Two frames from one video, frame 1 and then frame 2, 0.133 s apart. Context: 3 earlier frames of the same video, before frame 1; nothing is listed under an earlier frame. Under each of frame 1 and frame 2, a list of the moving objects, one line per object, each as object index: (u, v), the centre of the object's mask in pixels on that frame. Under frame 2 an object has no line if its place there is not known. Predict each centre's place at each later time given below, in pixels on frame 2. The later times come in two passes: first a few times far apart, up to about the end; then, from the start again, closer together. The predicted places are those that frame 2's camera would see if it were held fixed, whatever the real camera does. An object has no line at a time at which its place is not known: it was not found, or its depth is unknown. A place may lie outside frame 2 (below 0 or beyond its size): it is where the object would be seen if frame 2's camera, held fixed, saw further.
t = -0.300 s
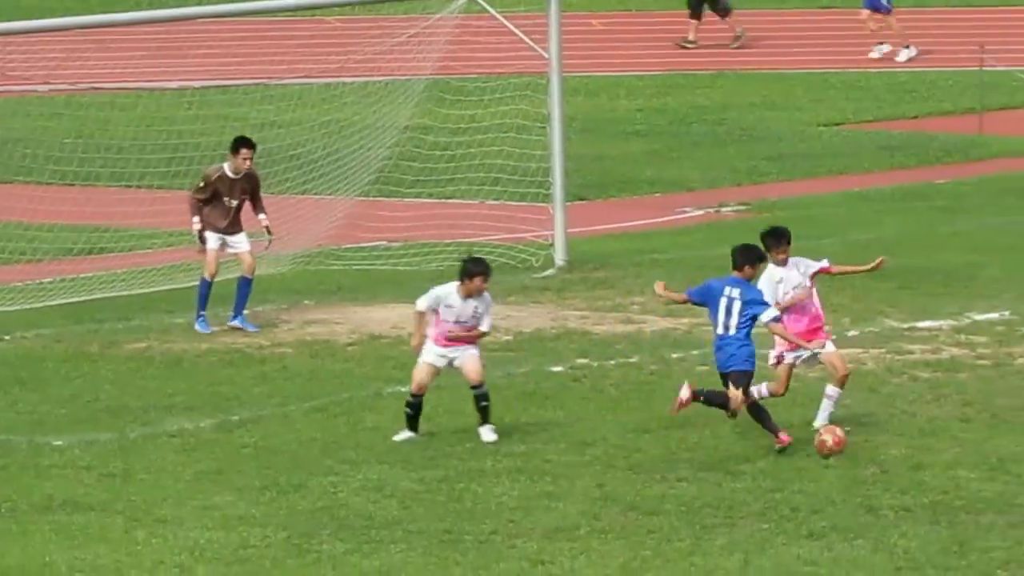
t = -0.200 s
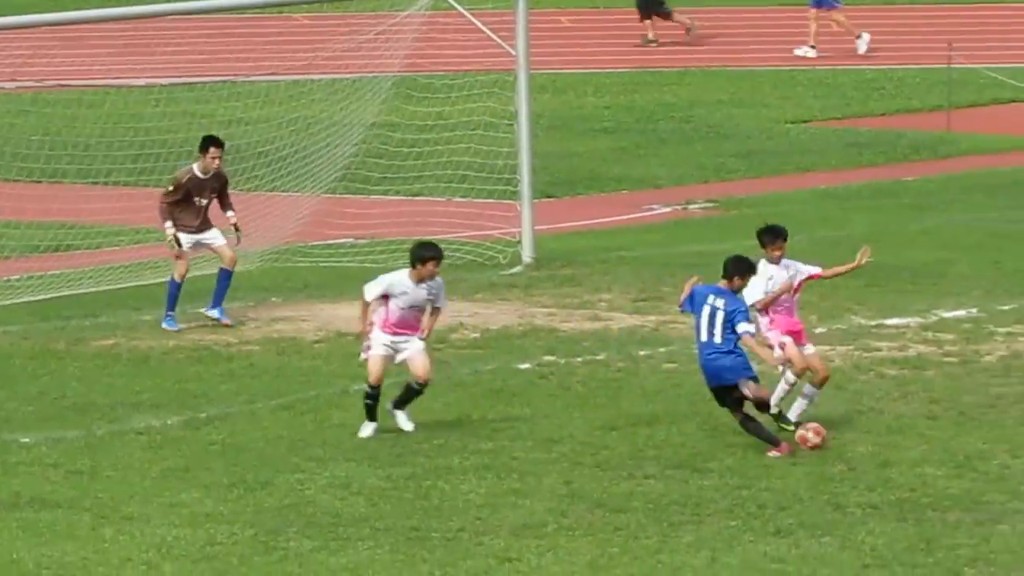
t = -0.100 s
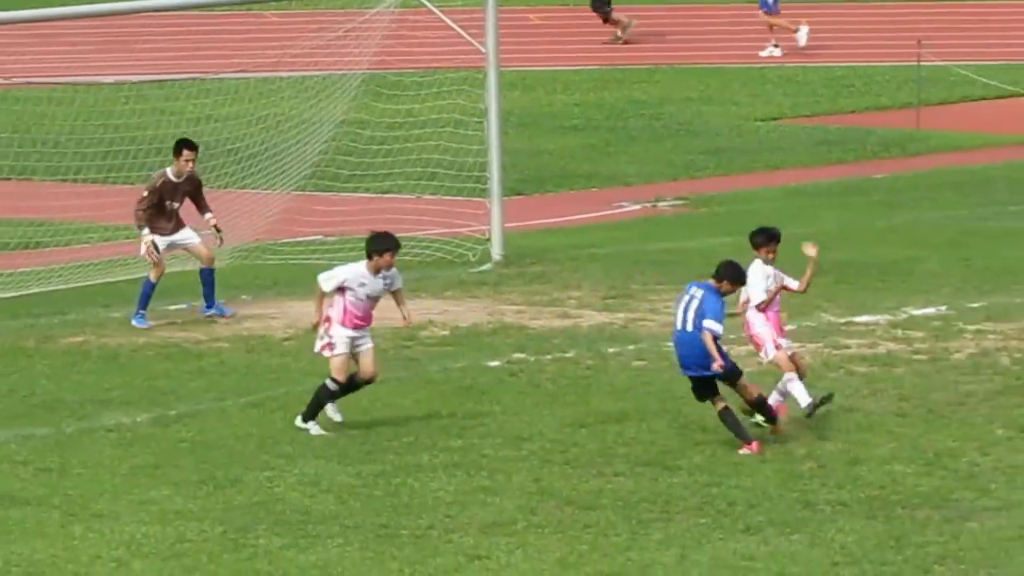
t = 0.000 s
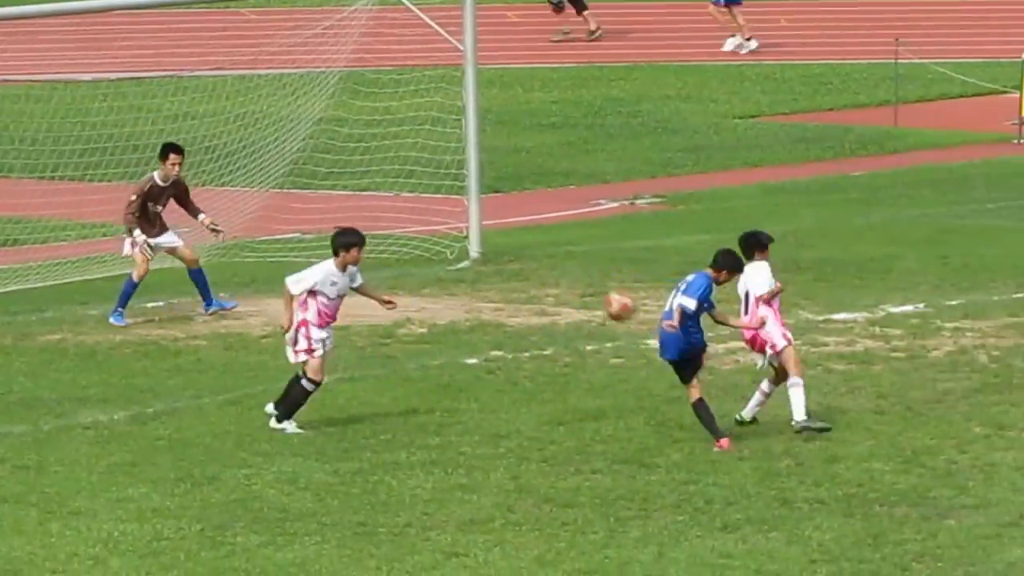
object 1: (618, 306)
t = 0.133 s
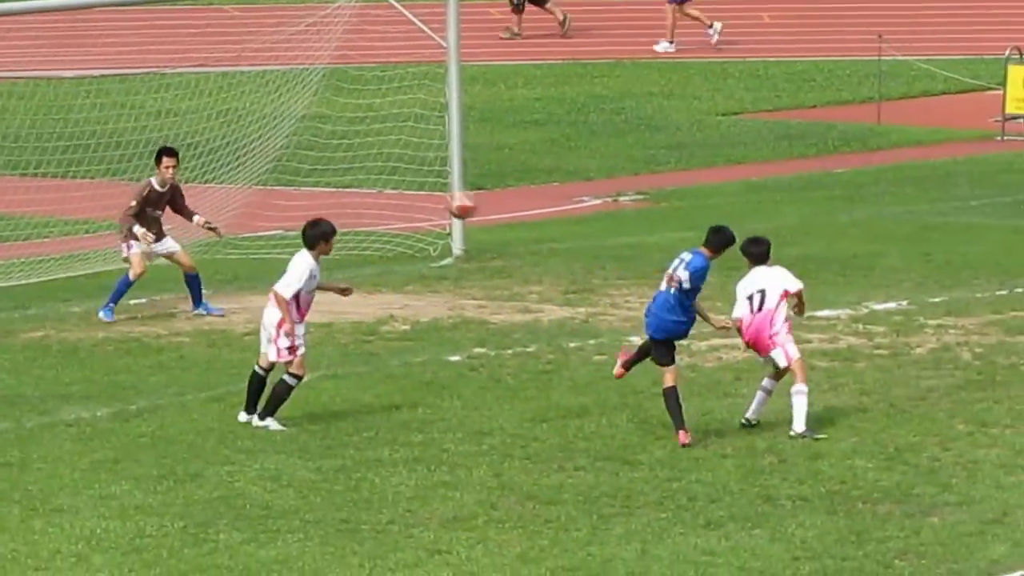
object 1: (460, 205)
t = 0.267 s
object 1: (326, 130)
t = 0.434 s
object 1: (163, 73)
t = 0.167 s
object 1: (426, 182)
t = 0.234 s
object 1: (360, 146)
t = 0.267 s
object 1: (326, 130)
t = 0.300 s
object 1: (292, 117)
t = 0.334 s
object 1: (261, 103)
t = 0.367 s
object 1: (228, 92)
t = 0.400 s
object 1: (195, 82)
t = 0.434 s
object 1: (163, 73)
